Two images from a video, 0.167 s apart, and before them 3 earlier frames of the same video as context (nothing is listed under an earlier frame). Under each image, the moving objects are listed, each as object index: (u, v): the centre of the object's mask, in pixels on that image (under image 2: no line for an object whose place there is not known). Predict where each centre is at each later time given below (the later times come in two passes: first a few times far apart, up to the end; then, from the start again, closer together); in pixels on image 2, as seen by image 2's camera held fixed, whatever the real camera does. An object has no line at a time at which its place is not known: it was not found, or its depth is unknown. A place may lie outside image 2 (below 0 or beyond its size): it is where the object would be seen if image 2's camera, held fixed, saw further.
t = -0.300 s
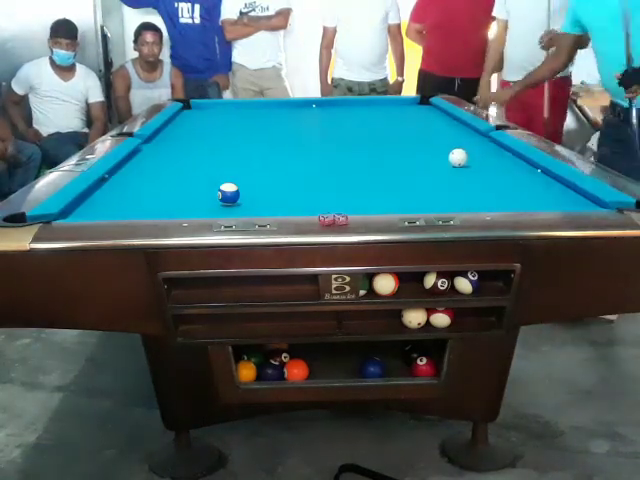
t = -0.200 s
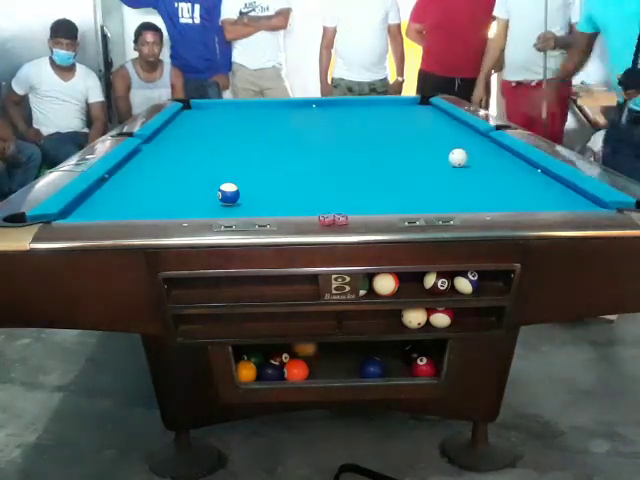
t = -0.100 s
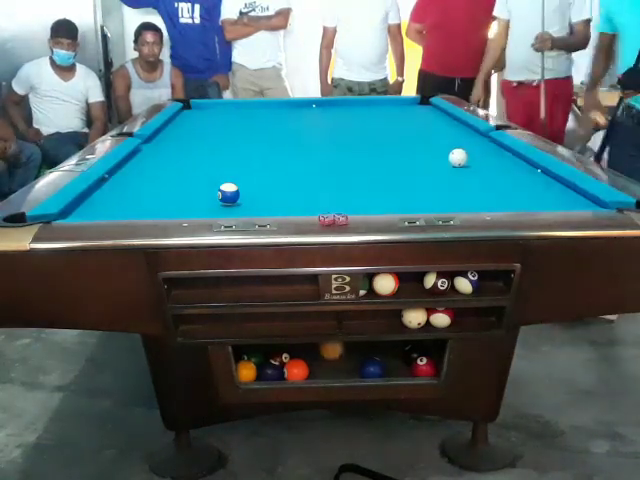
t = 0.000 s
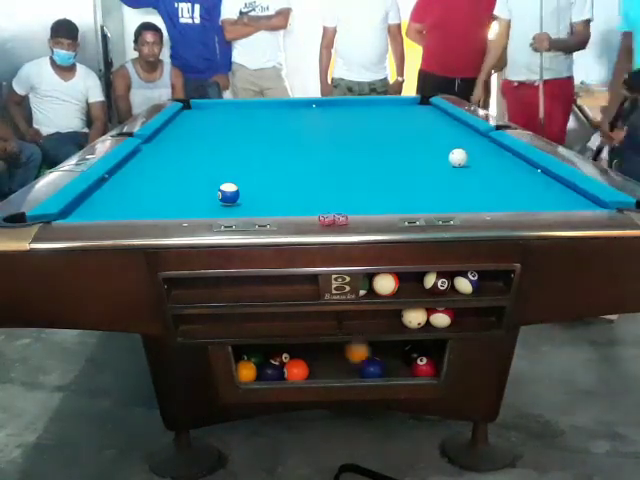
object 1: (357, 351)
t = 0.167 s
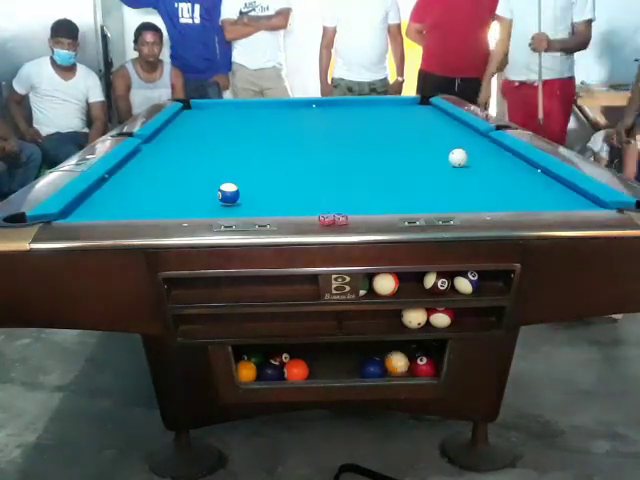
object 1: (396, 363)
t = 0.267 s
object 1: (398, 367)
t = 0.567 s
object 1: (397, 367)
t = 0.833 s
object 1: (397, 367)
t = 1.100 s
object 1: (398, 367)
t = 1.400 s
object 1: (398, 367)
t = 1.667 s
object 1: (398, 366)
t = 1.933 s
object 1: (398, 367)
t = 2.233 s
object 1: (398, 367)
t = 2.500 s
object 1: (398, 367)
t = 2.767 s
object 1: (398, 368)
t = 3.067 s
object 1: (398, 368)
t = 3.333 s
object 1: (398, 368)
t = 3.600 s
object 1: (397, 368)
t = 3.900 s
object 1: (397, 368)
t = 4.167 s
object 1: (397, 368)
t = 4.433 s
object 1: (397, 368)
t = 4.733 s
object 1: (398, 368)
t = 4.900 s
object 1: (398, 368)
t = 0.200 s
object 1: (398, 366)
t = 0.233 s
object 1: (398, 367)
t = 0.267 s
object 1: (398, 367)
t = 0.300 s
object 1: (398, 367)
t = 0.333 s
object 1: (398, 367)
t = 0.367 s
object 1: (397, 367)
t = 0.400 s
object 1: (398, 367)
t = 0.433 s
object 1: (398, 367)
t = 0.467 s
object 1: (398, 367)
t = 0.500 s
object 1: (398, 367)
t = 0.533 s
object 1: (397, 367)
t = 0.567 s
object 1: (397, 367)
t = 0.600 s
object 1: (397, 367)
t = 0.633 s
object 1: (397, 367)
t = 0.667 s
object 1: (398, 367)
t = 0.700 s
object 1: (398, 367)
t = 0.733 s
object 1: (398, 367)
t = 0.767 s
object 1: (398, 367)
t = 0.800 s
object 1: (397, 367)
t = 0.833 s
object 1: (397, 367)
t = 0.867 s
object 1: (397, 367)
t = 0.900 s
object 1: (397, 367)
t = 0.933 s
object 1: (397, 367)
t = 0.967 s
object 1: (397, 367)
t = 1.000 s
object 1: (398, 367)
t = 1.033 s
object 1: (398, 367)
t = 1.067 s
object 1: (398, 367)
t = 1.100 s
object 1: (398, 367)
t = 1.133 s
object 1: (398, 367)
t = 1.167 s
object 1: (398, 367)
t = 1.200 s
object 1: (398, 367)
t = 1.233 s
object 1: (398, 367)
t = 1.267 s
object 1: (398, 367)
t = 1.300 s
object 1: (398, 367)
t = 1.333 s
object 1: (398, 367)
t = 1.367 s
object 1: (398, 367)
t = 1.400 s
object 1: (398, 367)
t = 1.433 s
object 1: (398, 367)
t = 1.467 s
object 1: (398, 367)
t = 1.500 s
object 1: (398, 367)
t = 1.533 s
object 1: (398, 367)
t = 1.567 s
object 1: (398, 366)
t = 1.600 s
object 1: (398, 366)
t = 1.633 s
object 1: (398, 366)
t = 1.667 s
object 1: (398, 366)
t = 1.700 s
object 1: (398, 366)
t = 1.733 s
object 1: (398, 366)
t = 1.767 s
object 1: (398, 366)
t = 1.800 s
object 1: (398, 367)
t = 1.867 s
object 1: (398, 367)
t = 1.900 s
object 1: (398, 367)
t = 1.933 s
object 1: (398, 367)
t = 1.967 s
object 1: (398, 367)
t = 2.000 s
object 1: (398, 367)
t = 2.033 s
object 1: (398, 367)
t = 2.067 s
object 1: (398, 367)
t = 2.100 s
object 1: (398, 367)
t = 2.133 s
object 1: (398, 367)
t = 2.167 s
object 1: (398, 367)
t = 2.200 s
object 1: (398, 367)
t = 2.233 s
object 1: (398, 367)
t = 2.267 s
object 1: (398, 367)
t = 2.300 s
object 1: (398, 367)
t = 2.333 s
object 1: (398, 367)
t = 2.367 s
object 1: (398, 367)
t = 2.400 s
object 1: (398, 367)
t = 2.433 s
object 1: (398, 367)
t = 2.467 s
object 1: (398, 367)
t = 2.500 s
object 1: (398, 367)
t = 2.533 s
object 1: (398, 367)
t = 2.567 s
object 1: (398, 367)
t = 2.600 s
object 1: (398, 367)
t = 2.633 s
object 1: (398, 368)
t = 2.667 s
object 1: (398, 368)
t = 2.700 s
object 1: (398, 368)
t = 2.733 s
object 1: (398, 368)
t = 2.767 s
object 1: (398, 368)
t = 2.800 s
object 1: (398, 368)
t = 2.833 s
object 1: (397, 368)
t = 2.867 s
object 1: (397, 368)
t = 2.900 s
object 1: (398, 368)
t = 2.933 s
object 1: (398, 368)
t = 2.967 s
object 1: (398, 368)
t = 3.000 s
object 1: (398, 368)
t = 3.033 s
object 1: (398, 368)
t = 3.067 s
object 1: (398, 368)
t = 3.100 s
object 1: (398, 368)
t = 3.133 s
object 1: (397, 368)
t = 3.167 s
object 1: (397, 368)
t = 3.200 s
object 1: (397, 368)
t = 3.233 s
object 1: (397, 368)
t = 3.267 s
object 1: (397, 368)
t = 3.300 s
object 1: (398, 368)
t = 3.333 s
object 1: (398, 368)
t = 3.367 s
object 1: (398, 368)
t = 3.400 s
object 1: (398, 368)
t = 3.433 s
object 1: (397, 368)
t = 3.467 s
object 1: (397, 368)
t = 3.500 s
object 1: (397, 368)
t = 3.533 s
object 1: (397, 368)
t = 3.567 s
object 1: (397, 368)
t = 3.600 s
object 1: (397, 368)
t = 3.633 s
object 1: (397, 368)
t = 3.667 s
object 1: (397, 368)
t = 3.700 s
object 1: (397, 368)
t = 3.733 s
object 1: (397, 368)
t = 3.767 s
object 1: (397, 368)
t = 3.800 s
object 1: (397, 368)
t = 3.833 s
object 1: (397, 368)
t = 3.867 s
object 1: (397, 368)
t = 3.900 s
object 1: (397, 368)
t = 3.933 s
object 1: (397, 368)
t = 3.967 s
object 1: (397, 368)
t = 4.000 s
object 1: (397, 368)
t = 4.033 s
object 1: (397, 368)
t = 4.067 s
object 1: (397, 368)
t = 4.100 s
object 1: (397, 368)
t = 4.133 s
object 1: (397, 368)
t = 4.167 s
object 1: (397, 368)
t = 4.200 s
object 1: (398, 368)
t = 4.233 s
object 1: (397, 368)
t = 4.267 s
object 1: (397, 368)
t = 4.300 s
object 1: (398, 368)
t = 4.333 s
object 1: (397, 368)
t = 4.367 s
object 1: (397, 368)
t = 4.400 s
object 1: (397, 368)
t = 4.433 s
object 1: (397, 368)
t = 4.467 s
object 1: (398, 368)
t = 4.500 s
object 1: (398, 368)
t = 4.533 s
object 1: (398, 368)
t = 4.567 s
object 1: (398, 368)
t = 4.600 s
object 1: (398, 368)
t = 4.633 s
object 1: (398, 367)
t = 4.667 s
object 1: (398, 368)
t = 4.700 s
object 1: (398, 368)
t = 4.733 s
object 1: (398, 368)
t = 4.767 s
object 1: (397, 368)
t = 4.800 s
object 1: (397, 368)
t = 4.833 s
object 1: (398, 368)
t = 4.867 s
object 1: (398, 368)
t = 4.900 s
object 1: (398, 368)
